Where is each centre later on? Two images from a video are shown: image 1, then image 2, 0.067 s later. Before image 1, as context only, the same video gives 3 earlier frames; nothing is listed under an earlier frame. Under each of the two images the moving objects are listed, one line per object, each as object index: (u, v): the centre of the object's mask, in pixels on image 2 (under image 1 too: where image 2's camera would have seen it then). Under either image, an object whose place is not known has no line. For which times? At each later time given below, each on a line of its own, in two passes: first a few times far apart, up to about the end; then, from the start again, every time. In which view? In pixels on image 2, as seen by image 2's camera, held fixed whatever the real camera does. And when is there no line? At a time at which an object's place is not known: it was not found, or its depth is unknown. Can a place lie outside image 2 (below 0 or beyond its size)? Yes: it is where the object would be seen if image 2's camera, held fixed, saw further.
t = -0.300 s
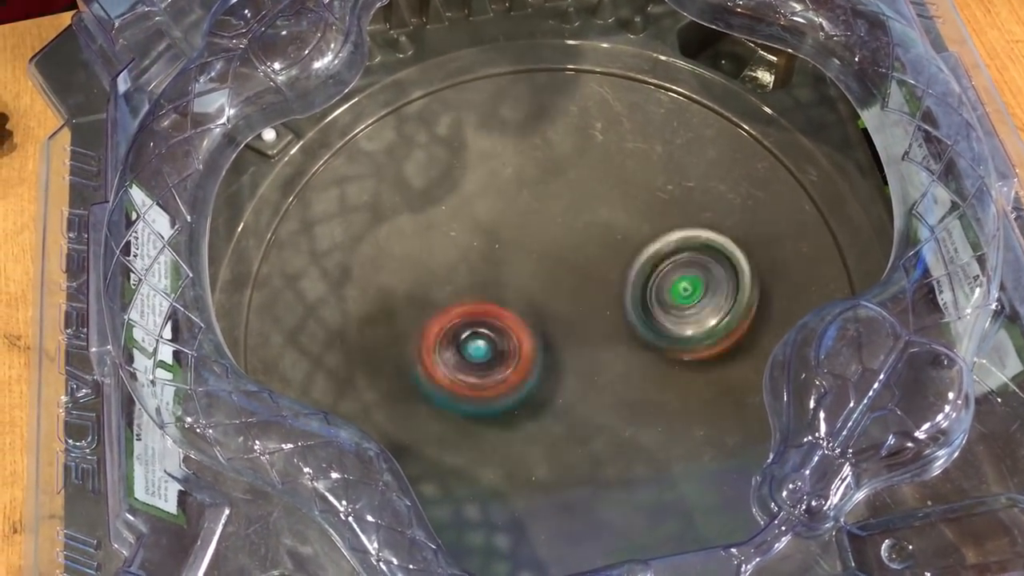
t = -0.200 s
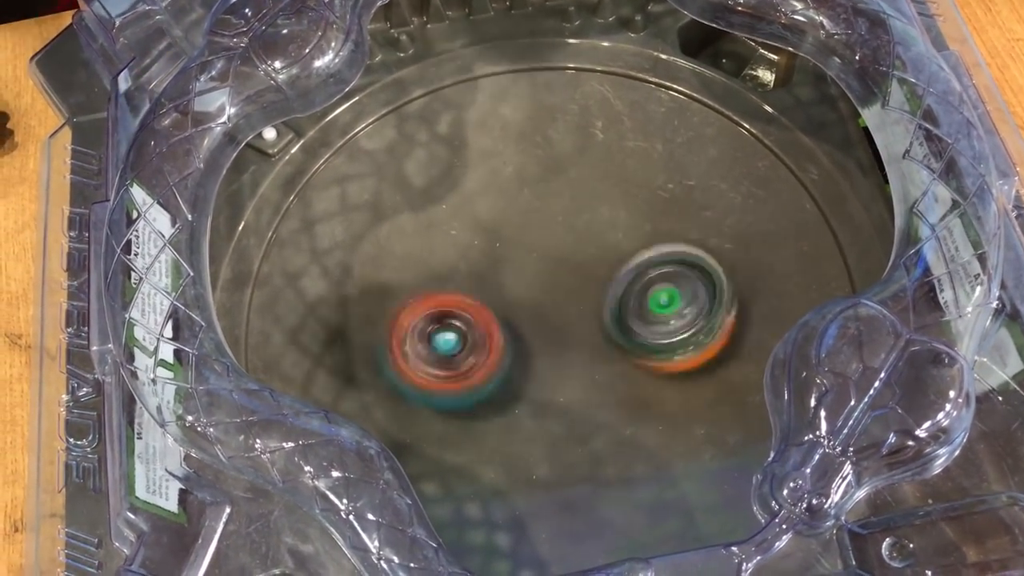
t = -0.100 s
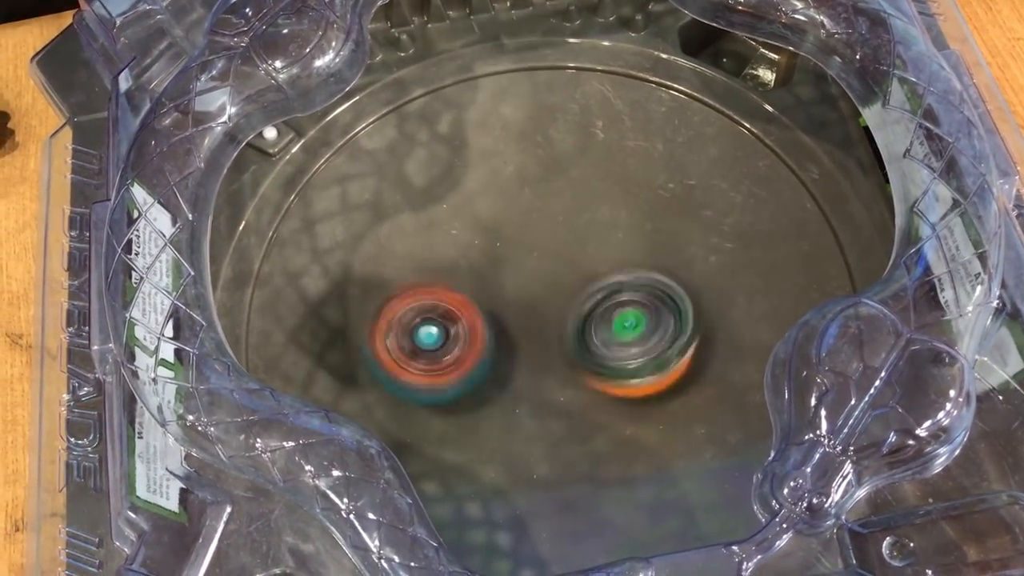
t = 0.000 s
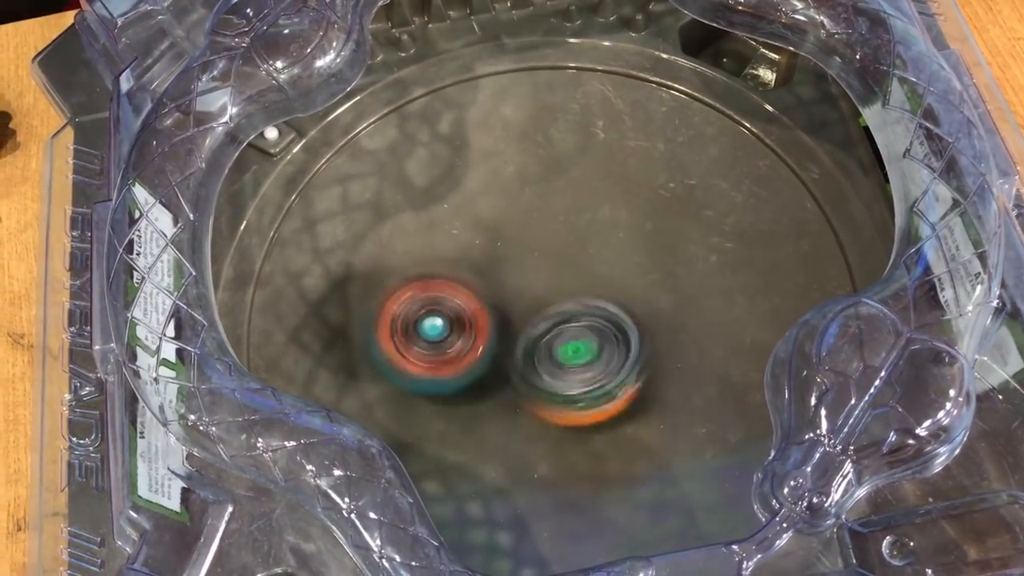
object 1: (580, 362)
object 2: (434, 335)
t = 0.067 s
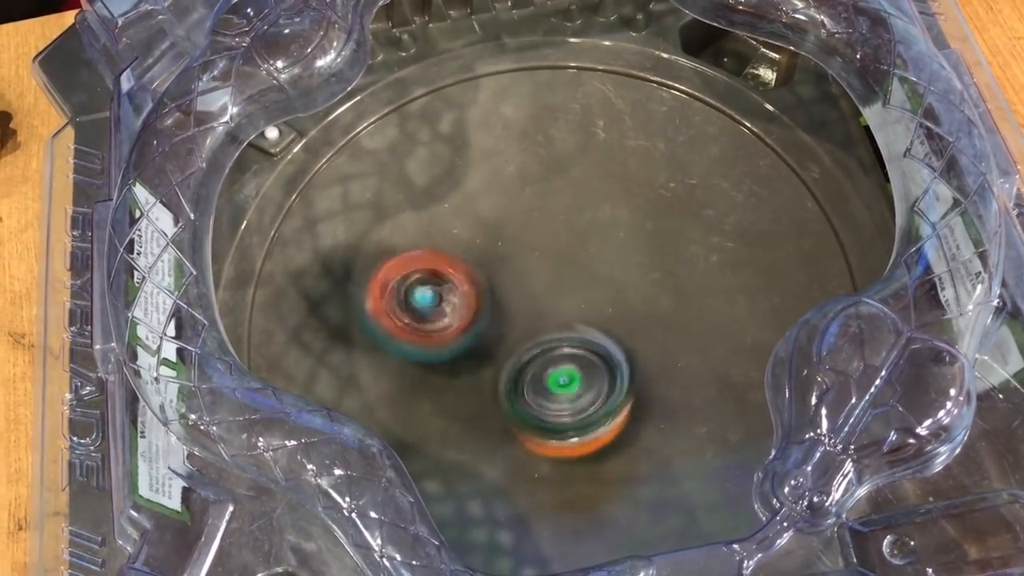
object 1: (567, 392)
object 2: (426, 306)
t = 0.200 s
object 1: (543, 399)
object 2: (413, 264)
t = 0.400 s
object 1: (496, 359)
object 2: (451, 219)
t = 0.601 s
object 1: (459, 357)
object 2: (556, 156)
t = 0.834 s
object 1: (471, 361)
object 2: (604, 184)
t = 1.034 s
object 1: (525, 363)
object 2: (580, 252)
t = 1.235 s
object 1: (533, 417)
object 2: (552, 271)
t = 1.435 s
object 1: (543, 407)
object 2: (541, 261)
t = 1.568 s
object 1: (545, 383)
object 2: (556, 253)
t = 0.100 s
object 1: (563, 399)
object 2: (419, 295)
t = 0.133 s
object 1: (557, 402)
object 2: (416, 283)
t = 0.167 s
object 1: (549, 402)
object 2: (415, 271)
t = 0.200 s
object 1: (543, 399)
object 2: (413, 264)
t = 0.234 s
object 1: (537, 396)
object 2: (415, 252)
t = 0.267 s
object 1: (528, 391)
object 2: (420, 243)
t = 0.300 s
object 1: (520, 385)
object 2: (425, 239)
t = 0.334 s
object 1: (512, 377)
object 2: (432, 229)
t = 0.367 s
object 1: (504, 368)
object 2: (439, 222)
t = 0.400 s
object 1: (496, 359)
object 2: (451, 219)
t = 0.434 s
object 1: (490, 347)
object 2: (461, 212)
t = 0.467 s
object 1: (487, 337)
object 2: (472, 210)
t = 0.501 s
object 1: (482, 330)
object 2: (490, 203)
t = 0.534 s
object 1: (471, 343)
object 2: (513, 185)
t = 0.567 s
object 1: (462, 353)
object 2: (538, 166)
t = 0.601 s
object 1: (459, 357)
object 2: (556, 156)
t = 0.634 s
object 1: (459, 356)
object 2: (570, 154)
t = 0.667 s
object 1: (461, 357)
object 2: (579, 153)
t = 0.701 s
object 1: (464, 357)
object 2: (588, 155)
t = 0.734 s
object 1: (466, 359)
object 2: (593, 158)
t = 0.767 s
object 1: (466, 360)
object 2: (599, 166)
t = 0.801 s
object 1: (468, 362)
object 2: (604, 174)
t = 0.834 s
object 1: (471, 361)
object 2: (604, 184)
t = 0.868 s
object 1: (476, 361)
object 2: (605, 195)
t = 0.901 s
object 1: (484, 361)
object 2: (602, 205)
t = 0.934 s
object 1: (493, 361)
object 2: (599, 216)
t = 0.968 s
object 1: (504, 361)
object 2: (595, 228)
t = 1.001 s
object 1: (515, 361)
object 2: (589, 238)
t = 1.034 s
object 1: (525, 363)
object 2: (580, 252)
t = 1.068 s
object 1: (528, 371)
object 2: (574, 259)
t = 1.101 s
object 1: (526, 383)
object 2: (571, 264)
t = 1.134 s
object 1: (528, 392)
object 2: (567, 267)
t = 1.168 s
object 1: (531, 402)
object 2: (561, 270)
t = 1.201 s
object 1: (533, 411)
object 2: (556, 271)
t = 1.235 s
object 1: (533, 417)
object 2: (552, 271)
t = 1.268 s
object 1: (532, 419)
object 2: (549, 269)
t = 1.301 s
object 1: (532, 418)
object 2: (548, 268)
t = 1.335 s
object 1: (533, 417)
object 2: (546, 267)
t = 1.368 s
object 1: (536, 413)
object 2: (543, 266)
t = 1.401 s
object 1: (540, 411)
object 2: (543, 263)
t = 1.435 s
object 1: (543, 407)
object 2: (541, 261)
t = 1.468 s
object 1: (545, 404)
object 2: (542, 258)
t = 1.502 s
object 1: (546, 399)
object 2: (545, 256)
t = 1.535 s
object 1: (546, 392)
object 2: (548, 253)
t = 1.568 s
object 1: (545, 383)
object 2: (556, 253)
